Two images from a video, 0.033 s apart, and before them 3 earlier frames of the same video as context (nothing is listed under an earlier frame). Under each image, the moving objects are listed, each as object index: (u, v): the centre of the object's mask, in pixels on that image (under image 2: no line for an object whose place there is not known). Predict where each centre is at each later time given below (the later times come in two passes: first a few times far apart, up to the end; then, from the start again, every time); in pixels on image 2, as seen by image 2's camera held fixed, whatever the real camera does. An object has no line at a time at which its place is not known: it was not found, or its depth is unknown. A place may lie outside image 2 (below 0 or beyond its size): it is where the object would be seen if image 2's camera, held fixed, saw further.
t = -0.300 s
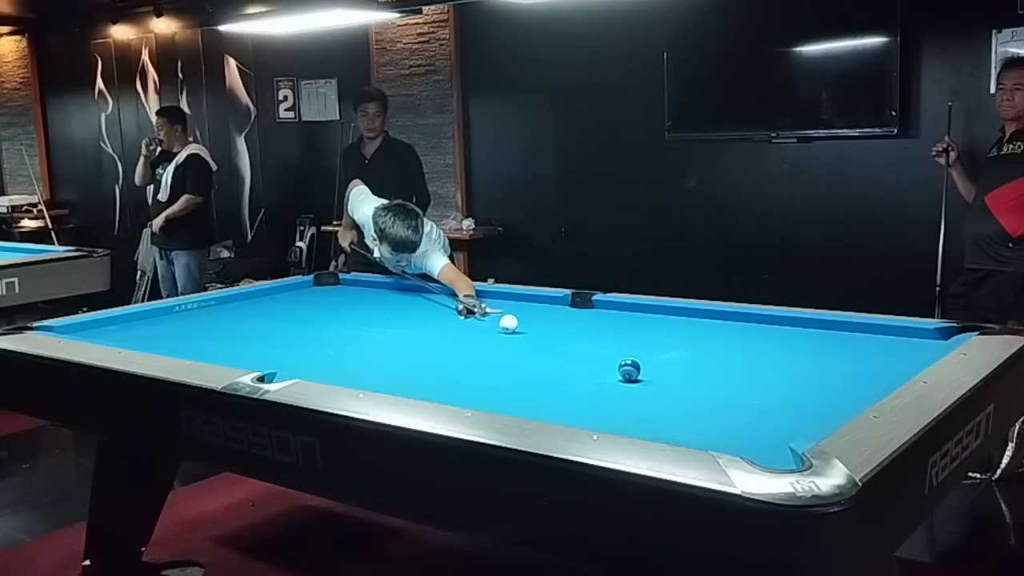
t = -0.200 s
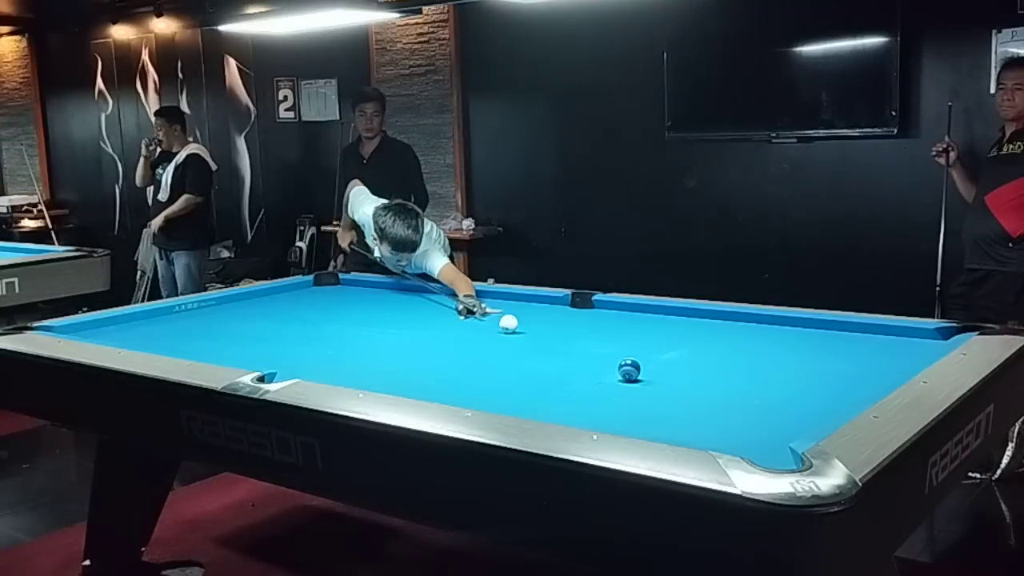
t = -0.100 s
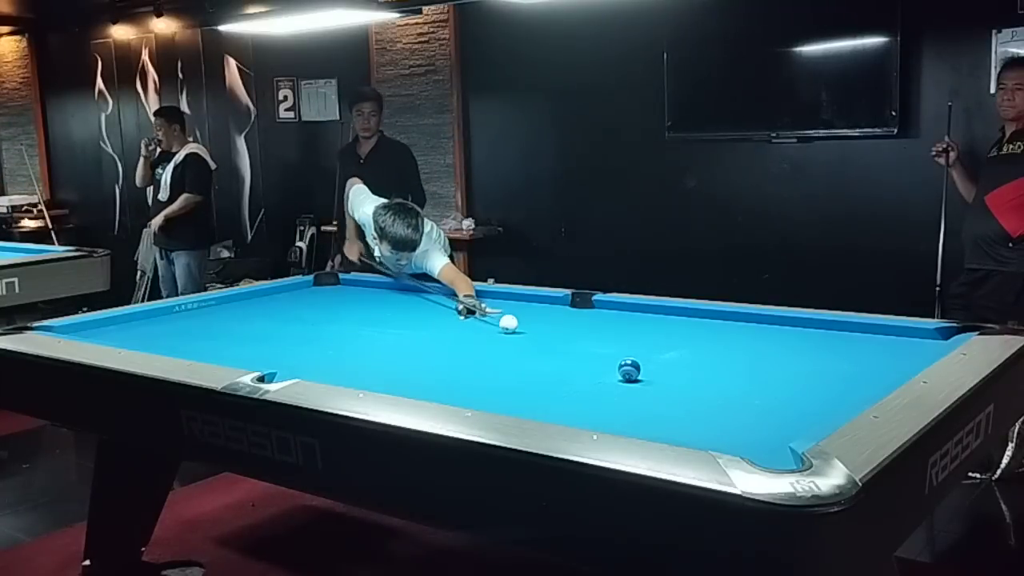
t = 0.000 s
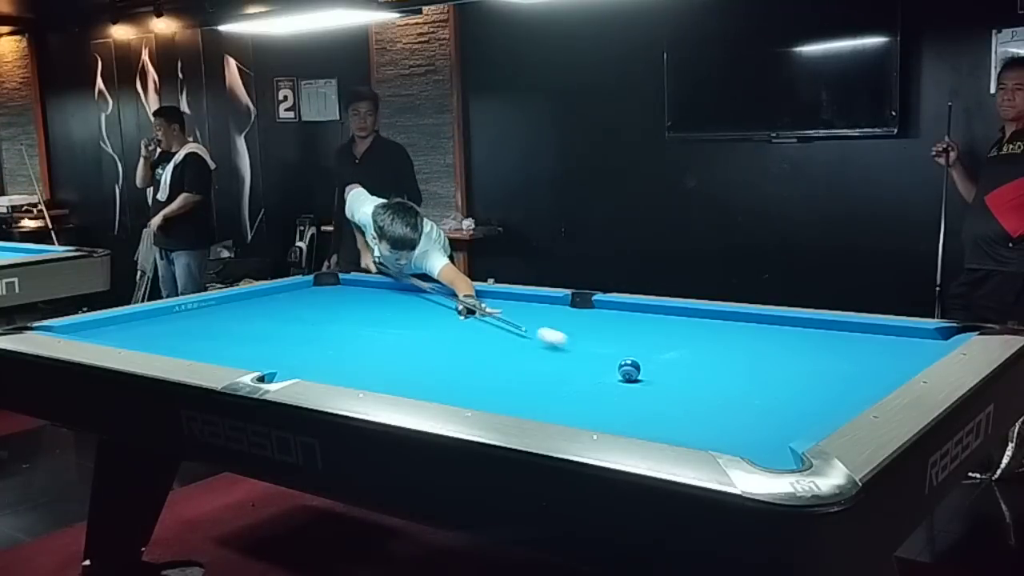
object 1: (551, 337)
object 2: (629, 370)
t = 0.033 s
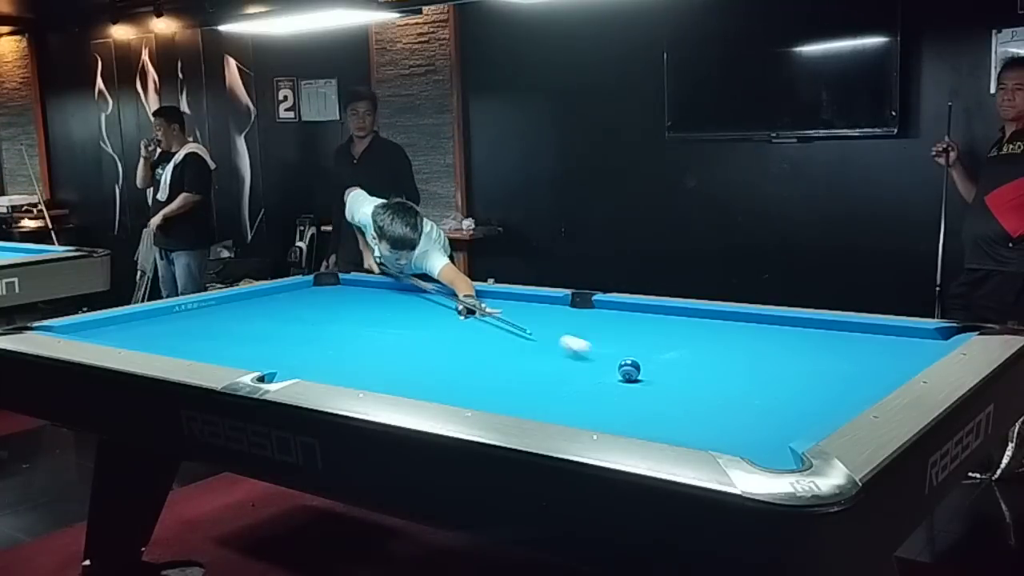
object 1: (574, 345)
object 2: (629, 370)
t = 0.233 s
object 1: (665, 362)
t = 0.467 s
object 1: (735, 362)
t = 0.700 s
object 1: (804, 361)
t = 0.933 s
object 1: (871, 361)
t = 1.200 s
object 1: (896, 355)
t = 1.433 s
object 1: (877, 346)
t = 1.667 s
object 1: (860, 338)
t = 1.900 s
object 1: (844, 330)
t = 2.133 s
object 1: (829, 325)
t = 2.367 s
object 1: (806, 326)
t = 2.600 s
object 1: (785, 327)
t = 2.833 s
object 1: (765, 327)
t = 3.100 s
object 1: (745, 328)
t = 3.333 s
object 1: (729, 329)
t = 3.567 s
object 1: (714, 329)
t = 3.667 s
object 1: (708, 330)
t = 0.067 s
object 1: (600, 354)
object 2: (629, 370)
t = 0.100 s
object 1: (622, 359)
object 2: (632, 372)
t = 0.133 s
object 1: (634, 361)
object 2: (650, 382)
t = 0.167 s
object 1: (645, 362)
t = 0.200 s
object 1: (655, 362)
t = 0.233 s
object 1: (665, 362)
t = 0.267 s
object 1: (675, 362)
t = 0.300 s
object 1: (686, 362)
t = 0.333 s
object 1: (695, 362)
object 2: (791, 461)
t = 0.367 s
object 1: (705, 362)
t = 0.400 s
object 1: (715, 362)
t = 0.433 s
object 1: (725, 362)
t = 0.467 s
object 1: (735, 362)
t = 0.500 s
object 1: (745, 362)
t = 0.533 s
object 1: (755, 362)
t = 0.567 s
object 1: (765, 362)
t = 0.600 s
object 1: (774, 361)
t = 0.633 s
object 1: (784, 362)
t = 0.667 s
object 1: (794, 361)
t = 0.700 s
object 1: (804, 361)
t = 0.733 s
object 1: (813, 361)
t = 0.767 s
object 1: (823, 361)
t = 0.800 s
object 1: (833, 362)
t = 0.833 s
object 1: (842, 361)
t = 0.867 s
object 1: (852, 361)
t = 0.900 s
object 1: (862, 361)
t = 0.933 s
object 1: (871, 361)
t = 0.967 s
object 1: (881, 361)
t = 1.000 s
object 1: (891, 361)
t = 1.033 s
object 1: (900, 359)
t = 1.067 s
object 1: (906, 358)
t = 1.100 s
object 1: (904, 357)
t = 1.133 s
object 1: (901, 357)
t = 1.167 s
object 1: (899, 356)
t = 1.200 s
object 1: (896, 355)
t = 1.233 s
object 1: (893, 354)
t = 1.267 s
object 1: (890, 352)
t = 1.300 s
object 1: (888, 351)
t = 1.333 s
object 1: (885, 350)
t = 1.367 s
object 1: (882, 348)
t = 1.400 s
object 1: (880, 347)
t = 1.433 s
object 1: (877, 346)
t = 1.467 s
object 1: (874, 345)
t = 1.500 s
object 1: (872, 343)
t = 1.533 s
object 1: (869, 342)
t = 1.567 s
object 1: (867, 341)
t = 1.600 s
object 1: (864, 340)
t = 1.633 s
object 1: (862, 339)
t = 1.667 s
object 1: (860, 338)
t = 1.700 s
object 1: (858, 336)
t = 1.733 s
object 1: (855, 335)
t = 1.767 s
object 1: (853, 334)
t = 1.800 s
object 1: (851, 333)
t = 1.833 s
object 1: (849, 332)
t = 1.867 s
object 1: (847, 331)
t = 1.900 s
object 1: (844, 330)
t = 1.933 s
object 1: (842, 329)
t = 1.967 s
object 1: (840, 328)
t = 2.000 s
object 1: (838, 327)
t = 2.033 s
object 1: (837, 326)
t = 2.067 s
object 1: (834, 325)
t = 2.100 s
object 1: (833, 324)
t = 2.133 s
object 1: (829, 325)
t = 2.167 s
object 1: (825, 325)
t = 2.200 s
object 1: (822, 325)
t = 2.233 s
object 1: (819, 325)
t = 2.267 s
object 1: (816, 325)
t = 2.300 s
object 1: (812, 325)
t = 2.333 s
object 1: (809, 325)
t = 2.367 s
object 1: (806, 326)
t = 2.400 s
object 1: (803, 326)
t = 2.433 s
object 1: (800, 326)
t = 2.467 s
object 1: (797, 326)
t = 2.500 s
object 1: (794, 326)
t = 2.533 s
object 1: (791, 326)
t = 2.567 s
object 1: (788, 326)
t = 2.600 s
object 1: (785, 327)
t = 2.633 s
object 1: (782, 326)
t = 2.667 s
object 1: (779, 327)
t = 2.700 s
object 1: (776, 327)
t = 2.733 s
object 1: (774, 327)
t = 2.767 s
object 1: (771, 327)
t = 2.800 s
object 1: (768, 327)
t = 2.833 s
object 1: (765, 327)
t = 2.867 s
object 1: (763, 328)
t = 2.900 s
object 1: (760, 328)
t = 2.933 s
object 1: (758, 328)
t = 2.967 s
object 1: (755, 328)
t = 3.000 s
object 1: (752, 328)
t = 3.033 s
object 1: (750, 328)
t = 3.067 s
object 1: (747, 328)
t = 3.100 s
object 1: (745, 328)
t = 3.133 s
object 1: (743, 329)
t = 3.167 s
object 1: (740, 329)
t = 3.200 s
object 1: (738, 329)
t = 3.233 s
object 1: (735, 329)
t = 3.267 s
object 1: (733, 329)
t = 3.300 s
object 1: (731, 329)
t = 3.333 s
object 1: (729, 329)
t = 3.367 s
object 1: (726, 329)
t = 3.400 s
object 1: (724, 329)
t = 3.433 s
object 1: (722, 329)
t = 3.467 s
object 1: (720, 330)
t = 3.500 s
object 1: (718, 330)
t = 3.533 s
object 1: (716, 330)
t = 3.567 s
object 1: (714, 329)
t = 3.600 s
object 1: (712, 330)
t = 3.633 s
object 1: (710, 330)
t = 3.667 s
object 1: (708, 330)
